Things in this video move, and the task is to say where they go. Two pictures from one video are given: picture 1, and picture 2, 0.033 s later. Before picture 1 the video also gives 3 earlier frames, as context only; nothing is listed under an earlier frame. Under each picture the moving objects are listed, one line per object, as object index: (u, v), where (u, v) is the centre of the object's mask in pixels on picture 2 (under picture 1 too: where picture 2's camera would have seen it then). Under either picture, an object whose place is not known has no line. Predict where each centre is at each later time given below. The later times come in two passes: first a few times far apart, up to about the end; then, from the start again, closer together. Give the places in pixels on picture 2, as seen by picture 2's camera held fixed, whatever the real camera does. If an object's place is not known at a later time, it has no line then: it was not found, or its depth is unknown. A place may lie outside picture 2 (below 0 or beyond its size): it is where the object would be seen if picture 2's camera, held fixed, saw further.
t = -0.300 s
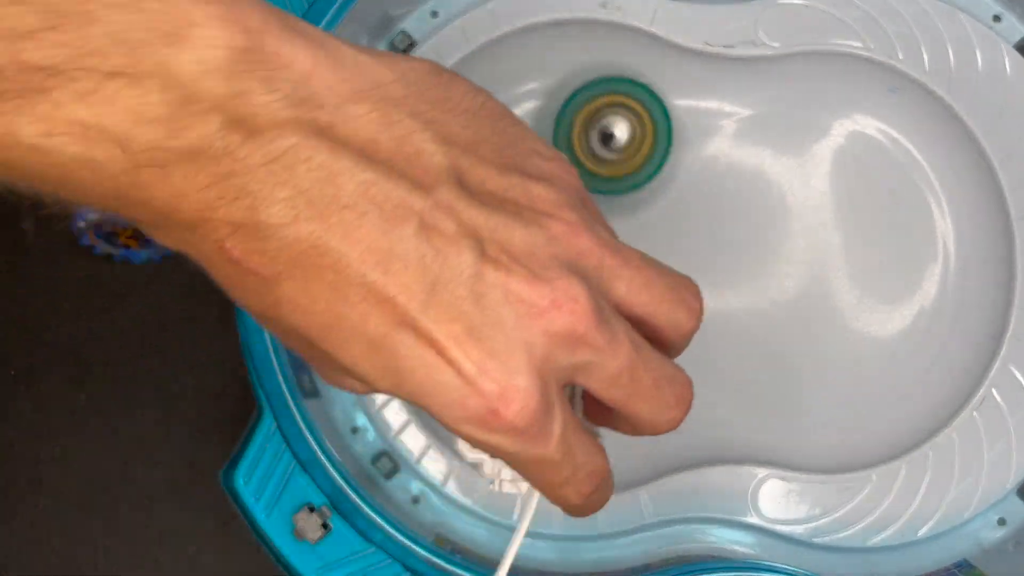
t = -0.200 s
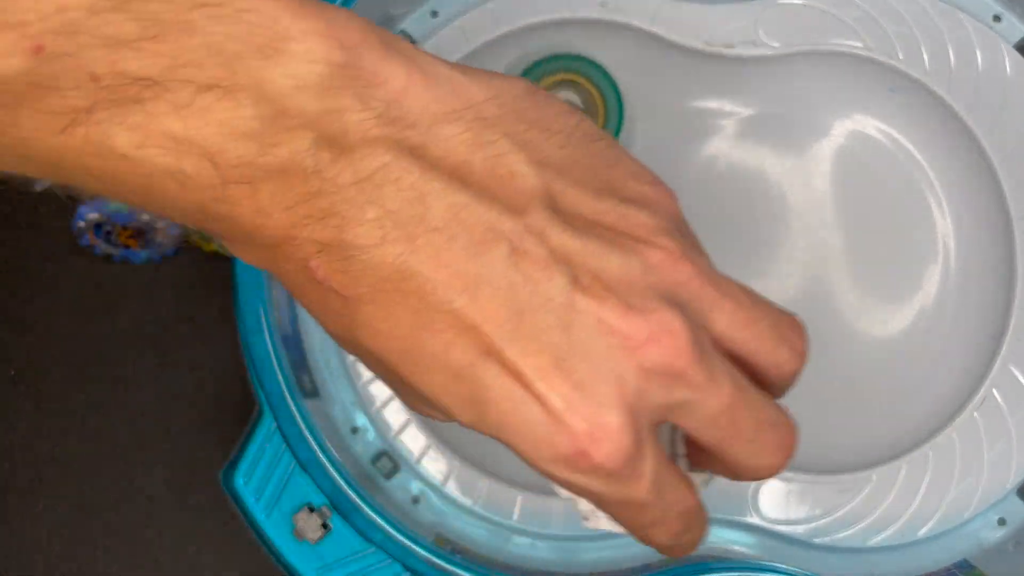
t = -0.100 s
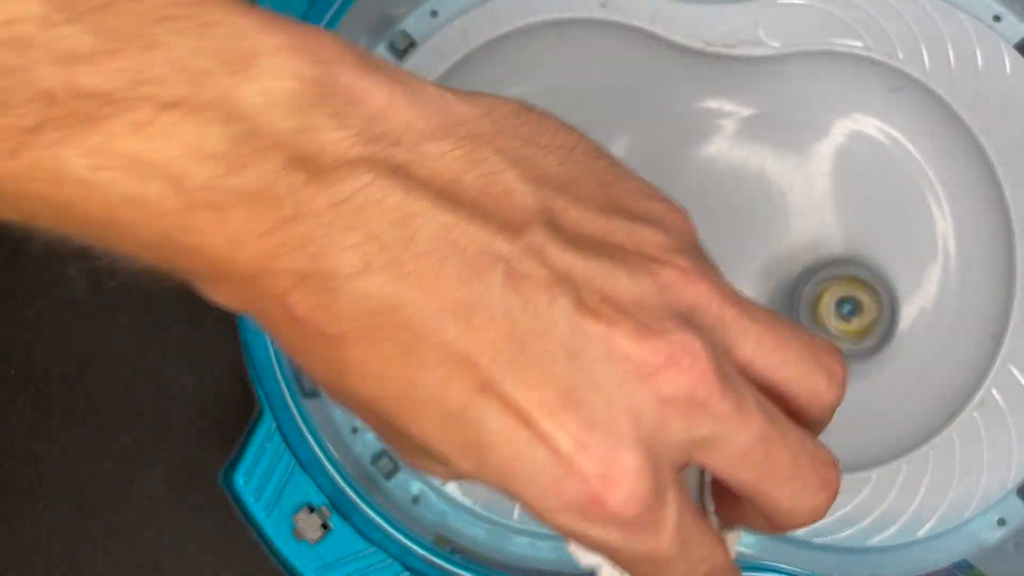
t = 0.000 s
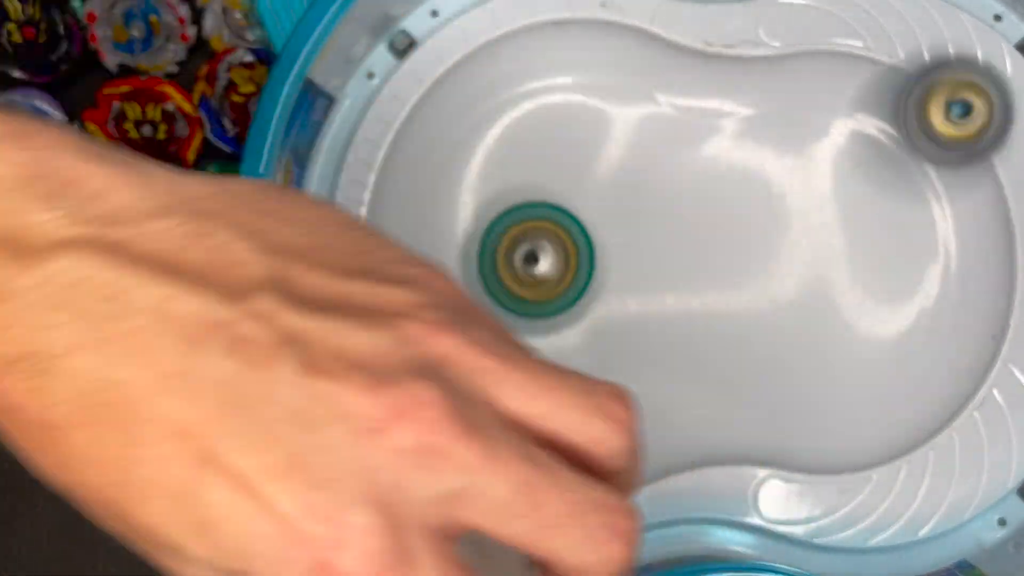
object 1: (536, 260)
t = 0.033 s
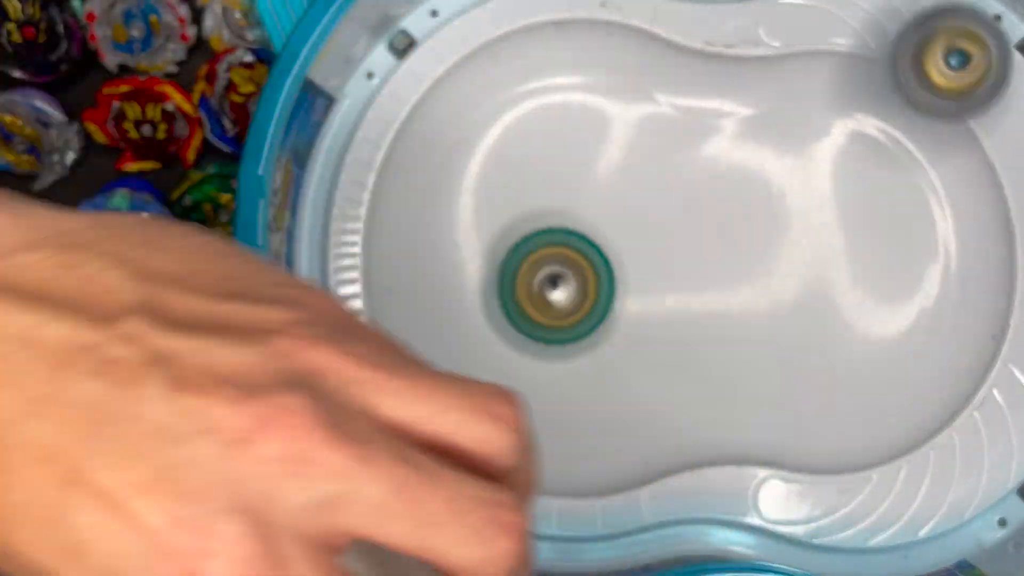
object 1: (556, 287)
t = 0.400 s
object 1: (954, 271)
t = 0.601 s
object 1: (851, 105)
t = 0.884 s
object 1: (539, 237)
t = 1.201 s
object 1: (643, 355)
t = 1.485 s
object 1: (771, 306)
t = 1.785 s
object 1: (681, 190)
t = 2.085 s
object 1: (464, 215)
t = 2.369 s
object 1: (587, 402)
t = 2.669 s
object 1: (712, 219)
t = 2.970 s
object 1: (746, 142)
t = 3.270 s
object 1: (783, 215)
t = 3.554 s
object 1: (949, 259)
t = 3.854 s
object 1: (837, 224)
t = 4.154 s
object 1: (809, 374)
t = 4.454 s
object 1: (849, 318)
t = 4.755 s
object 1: (656, 171)
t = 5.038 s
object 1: (433, 213)
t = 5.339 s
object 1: (585, 327)
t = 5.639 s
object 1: (709, 266)
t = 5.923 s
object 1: (733, 225)
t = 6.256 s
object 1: (688, 203)
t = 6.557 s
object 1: (630, 228)
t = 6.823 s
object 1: (563, 299)
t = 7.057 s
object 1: (551, 338)
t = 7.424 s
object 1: (564, 254)
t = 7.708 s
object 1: (549, 167)
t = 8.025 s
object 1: (468, 155)
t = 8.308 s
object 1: (541, 268)
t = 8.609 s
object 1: (737, 250)
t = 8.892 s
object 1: (788, 333)
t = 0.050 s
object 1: (568, 297)
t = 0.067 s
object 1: (582, 305)
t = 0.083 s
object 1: (596, 311)
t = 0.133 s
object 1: (645, 321)
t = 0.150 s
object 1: (665, 321)
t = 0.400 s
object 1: (954, 271)
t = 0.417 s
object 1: (963, 257)
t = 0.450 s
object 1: (969, 225)
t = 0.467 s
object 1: (969, 209)
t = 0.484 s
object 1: (966, 192)
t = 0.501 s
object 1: (960, 176)
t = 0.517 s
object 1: (949, 160)
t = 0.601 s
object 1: (851, 105)
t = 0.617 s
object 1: (824, 102)
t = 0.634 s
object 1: (798, 104)
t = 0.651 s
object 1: (771, 109)
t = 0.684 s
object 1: (718, 126)
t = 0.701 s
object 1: (692, 137)
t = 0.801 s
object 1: (576, 187)
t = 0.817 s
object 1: (565, 194)
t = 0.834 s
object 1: (556, 203)
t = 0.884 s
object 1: (539, 237)
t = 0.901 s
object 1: (536, 251)
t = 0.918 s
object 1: (534, 265)
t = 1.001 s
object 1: (545, 334)
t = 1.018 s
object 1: (552, 344)
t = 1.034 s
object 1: (559, 353)
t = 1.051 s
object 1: (569, 360)
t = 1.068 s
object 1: (579, 366)
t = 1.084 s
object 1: (588, 370)
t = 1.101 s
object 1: (597, 372)
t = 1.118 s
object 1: (605, 372)
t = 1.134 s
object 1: (614, 369)
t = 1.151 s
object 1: (621, 365)
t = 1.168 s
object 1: (628, 361)
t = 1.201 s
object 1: (643, 355)
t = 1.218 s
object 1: (653, 352)
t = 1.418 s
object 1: (759, 319)
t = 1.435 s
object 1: (763, 316)
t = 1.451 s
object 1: (766, 313)
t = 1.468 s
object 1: (768, 310)
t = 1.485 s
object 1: (771, 306)
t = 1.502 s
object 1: (773, 301)
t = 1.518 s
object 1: (774, 296)
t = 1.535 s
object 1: (774, 291)
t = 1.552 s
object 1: (774, 285)
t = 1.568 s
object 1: (773, 279)
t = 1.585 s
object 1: (771, 273)
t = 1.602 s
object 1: (769, 267)
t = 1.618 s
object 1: (765, 260)
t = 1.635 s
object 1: (761, 253)
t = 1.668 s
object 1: (752, 239)
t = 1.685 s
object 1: (746, 231)
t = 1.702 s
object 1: (739, 223)
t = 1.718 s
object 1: (730, 215)
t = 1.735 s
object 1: (720, 208)
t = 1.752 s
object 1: (708, 201)
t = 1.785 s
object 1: (681, 190)
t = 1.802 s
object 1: (667, 185)
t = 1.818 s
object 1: (651, 179)
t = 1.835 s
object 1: (634, 173)
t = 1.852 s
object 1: (616, 167)
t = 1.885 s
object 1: (580, 152)
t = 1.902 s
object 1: (564, 148)
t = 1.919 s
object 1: (549, 145)
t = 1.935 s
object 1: (537, 145)
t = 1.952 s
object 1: (526, 148)
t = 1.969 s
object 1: (515, 151)
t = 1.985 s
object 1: (505, 156)
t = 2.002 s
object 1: (496, 162)
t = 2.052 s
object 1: (472, 191)
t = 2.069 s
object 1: (467, 203)
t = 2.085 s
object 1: (464, 215)
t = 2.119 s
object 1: (462, 238)
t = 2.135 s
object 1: (461, 249)
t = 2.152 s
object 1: (463, 262)
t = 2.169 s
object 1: (460, 277)
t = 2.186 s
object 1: (457, 295)
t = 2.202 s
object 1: (456, 313)
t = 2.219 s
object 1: (459, 330)
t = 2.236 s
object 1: (466, 347)
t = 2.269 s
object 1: (487, 374)
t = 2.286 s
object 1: (500, 386)
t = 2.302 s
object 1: (516, 396)
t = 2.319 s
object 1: (533, 403)
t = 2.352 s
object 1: (570, 407)
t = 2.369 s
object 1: (587, 402)
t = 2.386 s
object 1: (603, 396)
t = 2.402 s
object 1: (617, 388)
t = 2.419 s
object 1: (630, 377)
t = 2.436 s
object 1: (642, 365)
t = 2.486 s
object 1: (675, 322)
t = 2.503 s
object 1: (686, 310)
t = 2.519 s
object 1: (696, 300)
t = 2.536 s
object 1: (705, 290)
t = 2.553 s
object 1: (712, 279)
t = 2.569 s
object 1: (716, 269)
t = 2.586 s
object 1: (717, 260)
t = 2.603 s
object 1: (718, 253)
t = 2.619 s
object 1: (718, 245)
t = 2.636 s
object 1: (718, 237)
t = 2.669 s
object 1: (712, 219)
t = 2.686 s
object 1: (707, 212)
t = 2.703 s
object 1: (708, 206)
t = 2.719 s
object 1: (721, 195)
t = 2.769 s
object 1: (747, 168)
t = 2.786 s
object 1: (751, 162)
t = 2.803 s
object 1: (755, 156)
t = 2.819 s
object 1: (757, 151)
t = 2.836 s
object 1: (757, 147)
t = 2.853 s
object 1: (755, 145)
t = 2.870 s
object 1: (754, 144)
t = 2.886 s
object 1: (753, 143)
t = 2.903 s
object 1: (753, 142)
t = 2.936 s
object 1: (748, 141)
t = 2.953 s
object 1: (747, 142)
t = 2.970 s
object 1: (746, 142)
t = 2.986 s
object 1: (746, 141)
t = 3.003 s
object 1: (744, 140)
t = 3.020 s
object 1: (742, 142)
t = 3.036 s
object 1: (742, 145)
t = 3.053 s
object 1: (743, 147)
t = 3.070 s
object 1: (744, 149)
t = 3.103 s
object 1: (742, 156)
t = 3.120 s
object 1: (744, 160)
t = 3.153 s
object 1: (748, 167)
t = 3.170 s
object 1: (750, 173)
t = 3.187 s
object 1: (754, 180)
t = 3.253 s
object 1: (775, 207)
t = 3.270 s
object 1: (783, 215)
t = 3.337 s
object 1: (820, 242)
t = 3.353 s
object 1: (833, 249)
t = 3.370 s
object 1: (844, 255)
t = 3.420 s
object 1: (882, 274)
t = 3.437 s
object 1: (893, 276)
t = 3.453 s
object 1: (902, 278)
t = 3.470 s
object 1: (913, 280)
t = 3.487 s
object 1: (924, 278)
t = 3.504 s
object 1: (932, 274)
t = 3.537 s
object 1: (943, 265)
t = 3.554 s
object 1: (949, 259)
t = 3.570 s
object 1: (952, 249)
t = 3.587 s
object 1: (952, 241)
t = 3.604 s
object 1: (952, 233)
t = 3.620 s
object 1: (953, 226)
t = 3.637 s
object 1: (951, 217)
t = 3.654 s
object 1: (945, 211)
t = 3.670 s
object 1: (940, 206)
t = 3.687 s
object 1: (934, 200)
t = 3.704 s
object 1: (925, 193)
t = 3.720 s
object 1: (914, 191)
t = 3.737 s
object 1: (905, 191)
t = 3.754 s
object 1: (895, 191)
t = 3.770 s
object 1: (883, 193)
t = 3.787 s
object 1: (872, 197)
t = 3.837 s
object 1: (846, 215)
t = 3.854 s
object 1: (837, 224)
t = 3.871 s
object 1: (831, 234)
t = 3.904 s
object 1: (817, 253)
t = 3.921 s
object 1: (811, 265)
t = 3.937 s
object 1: (808, 276)
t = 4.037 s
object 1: (792, 329)
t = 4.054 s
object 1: (794, 337)
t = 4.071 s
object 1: (795, 343)
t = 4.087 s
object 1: (796, 350)
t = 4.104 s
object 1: (799, 358)
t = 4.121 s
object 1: (803, 364)
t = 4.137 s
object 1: (806, 368)
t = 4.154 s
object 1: (809, 374)
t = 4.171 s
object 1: (815, 379)
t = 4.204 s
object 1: (823, 384)
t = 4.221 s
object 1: (829, 388)
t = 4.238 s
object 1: (836, 388)
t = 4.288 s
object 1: (851, 384)
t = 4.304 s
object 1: (855, 379)
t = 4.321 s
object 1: (857, 374)
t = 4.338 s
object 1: (860, 370)
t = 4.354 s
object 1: (863, 363)
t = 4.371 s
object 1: (862, 356)
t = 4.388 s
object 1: (861, 350)
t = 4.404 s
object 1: (861, 342)
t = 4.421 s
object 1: (857, 333)
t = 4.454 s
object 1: (849, 318)
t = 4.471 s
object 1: (844, 309)
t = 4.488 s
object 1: (837, 302)
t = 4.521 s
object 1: (826, 286)
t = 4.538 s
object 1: (817, 278)
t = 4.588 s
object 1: (792, 252)
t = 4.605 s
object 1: (782, 245)
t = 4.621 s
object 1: (773, 236)
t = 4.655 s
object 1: (749, 219)
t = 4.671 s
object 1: (738, 211)
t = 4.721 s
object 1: (692, 187)
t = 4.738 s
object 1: (675, 178)
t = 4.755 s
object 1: (656, 171)
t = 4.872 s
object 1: (530, 125)
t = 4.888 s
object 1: (515, 123)
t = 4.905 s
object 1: (499, 125)
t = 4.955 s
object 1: (461, 143)
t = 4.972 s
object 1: (452, 155)
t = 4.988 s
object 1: (445, 166)
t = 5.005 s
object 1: (437, 180)
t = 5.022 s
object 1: (435, 198)
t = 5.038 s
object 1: (433, 213)
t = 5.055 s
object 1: (432, 232)
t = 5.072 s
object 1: (435, 251)
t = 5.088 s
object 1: (440, 266)
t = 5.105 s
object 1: (445, 281)
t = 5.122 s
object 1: (454, 293)
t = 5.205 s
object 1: (507, 326)
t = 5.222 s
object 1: (521, 328)
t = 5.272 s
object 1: (561, 325)
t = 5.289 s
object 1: (573, 320)
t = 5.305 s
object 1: (576, 323)
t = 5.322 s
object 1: (579, 327)
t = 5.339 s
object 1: (585, 327)
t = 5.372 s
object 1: (598, 323)
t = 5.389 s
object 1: (607, 319)
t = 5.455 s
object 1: (644, 302)
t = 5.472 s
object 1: (653, 300)
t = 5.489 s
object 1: (661, 296)
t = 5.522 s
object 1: (676, 289)
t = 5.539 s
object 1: (681, 285)
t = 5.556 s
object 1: (687, 283)
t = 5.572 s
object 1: (693, 279)
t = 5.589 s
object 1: (697, 276)
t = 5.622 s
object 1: (706, 269)
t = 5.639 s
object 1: (709, 266)
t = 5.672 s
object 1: (715, 259)
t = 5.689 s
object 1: (718, 257)
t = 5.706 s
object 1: (721, 253)
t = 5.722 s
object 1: (722, 250)
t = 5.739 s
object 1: (725, 248)
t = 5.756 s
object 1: (727, 245)
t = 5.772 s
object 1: (728, 243)
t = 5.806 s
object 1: (730, 238)
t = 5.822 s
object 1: (731, 236)
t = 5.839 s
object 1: (732, 233)
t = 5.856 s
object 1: (731, 232)
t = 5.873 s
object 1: (733, 230)
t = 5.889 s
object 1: (732, 228)
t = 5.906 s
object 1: (732, 227)
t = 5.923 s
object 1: (733, 225)
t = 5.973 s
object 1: (731, 220)
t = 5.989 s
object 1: (729, 219)
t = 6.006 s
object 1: (729, 218)
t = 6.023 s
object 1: (727, 216)
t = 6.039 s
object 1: (726, 216)
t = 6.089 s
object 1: (721, 214)
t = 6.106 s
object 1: (719, 210)
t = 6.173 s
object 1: (707, 206)
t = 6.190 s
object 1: (703, 204)
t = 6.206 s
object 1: (699, 204)
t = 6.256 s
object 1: (688, 203)
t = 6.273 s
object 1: (684, 203)
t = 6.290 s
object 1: (680, 204)
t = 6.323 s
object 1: (672, 204)
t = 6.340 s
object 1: (668, 206)
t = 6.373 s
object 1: (660, 208)
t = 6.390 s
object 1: (657, 209)
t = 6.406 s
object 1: (652, 210)
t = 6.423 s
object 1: (650, 212)
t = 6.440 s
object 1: (646, 213)
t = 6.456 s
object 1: (643, 216)
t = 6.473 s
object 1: (641, 217)
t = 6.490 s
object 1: (637, 219)
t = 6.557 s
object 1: (630, 228)
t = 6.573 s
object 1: (629, 231)
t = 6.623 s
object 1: (627, 240)
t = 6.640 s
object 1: (627, 242)
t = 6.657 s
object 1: (618, 246)
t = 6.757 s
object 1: (582, 281)
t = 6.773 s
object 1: (577, 284)
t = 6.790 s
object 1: (571, 290)
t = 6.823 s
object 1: (563, 299)
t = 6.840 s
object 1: (561, 305)
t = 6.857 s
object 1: (557, 308)
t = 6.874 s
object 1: (555, 314)
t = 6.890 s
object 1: (553, 317)
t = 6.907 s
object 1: (551, 321)
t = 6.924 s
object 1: (551, 325)
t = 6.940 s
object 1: (549, 327)
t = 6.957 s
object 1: (550, 331)
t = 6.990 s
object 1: (549, 335)
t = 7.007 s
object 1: (550, 336)
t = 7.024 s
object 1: (549, 337)
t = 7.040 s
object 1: (551, 339)
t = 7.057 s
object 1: (551, 338)
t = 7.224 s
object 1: (560, 321)
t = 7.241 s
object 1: (562, 316)
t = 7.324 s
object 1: (564, 291)
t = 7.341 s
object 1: (564, 286)
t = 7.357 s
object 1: (565, 278)
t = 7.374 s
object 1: (564, 272)
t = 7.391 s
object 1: (566, 266)
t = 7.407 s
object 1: (563, 259)
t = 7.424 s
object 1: (564, 254)
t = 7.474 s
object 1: (564, 233)
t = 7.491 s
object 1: (562, 228)
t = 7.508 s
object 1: (563, 221)
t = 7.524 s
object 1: (560, 215)
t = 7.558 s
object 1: (559, 204)
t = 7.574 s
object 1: (559, 199)
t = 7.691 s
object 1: (551, 170)
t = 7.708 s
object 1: (549, 167)
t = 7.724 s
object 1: (549, 166)
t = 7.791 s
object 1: (546, 161)
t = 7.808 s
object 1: (547, 160)
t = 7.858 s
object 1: (546, 160)
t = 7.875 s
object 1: (547, 161)
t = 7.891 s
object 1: (544, 158)
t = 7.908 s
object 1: (531, 152)
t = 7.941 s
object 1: (505, 141)
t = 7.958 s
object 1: (496, 139)
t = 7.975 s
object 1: (488, 141)
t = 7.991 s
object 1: (481, 143)
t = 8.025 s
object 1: (468, 155)
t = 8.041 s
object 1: (462, 164)
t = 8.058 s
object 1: (459, 171)
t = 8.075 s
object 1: (455, 181)
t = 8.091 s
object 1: (455, 190)
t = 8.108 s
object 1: (453, 200)
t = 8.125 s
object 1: (456, 209)
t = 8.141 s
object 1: (457, 218)
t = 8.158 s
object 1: (463, 226)
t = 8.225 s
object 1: (491, 253)
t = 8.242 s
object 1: (499, 256)
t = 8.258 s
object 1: (509, 262)
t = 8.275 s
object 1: (519, 264)
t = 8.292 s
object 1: (530, 268)
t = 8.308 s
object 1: (541, 268)
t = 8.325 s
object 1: (551, 271)
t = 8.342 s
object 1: (563, 270)
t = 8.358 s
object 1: (574, 271)
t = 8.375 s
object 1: (585, 268)
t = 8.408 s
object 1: (608, 264)
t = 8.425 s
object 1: (619, 263)
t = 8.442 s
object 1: (631, 259)
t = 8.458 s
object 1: (641, 259)
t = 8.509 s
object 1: (675, 253)
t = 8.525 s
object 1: (685, 253)
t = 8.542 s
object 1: (697, 251)
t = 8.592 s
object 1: (726, 250)
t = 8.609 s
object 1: (737, 250)
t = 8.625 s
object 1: (739, 253)
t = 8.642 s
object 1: (738, 261)
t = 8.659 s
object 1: (735, 267)
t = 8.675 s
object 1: (736, 274)
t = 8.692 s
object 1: (736, 278)
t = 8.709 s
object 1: (741, 284)
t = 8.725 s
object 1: (742, 289)
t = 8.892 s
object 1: (788, 333)
